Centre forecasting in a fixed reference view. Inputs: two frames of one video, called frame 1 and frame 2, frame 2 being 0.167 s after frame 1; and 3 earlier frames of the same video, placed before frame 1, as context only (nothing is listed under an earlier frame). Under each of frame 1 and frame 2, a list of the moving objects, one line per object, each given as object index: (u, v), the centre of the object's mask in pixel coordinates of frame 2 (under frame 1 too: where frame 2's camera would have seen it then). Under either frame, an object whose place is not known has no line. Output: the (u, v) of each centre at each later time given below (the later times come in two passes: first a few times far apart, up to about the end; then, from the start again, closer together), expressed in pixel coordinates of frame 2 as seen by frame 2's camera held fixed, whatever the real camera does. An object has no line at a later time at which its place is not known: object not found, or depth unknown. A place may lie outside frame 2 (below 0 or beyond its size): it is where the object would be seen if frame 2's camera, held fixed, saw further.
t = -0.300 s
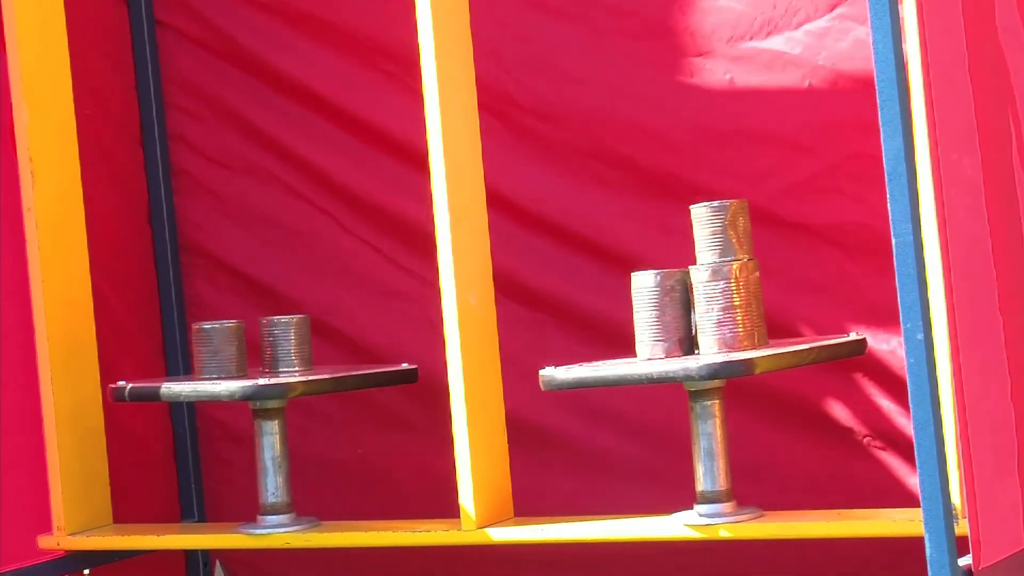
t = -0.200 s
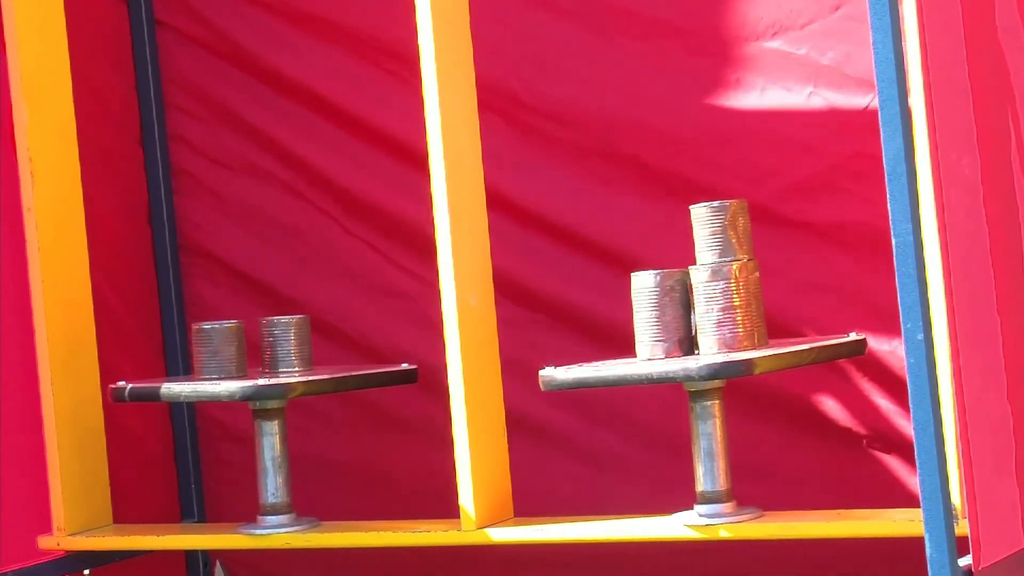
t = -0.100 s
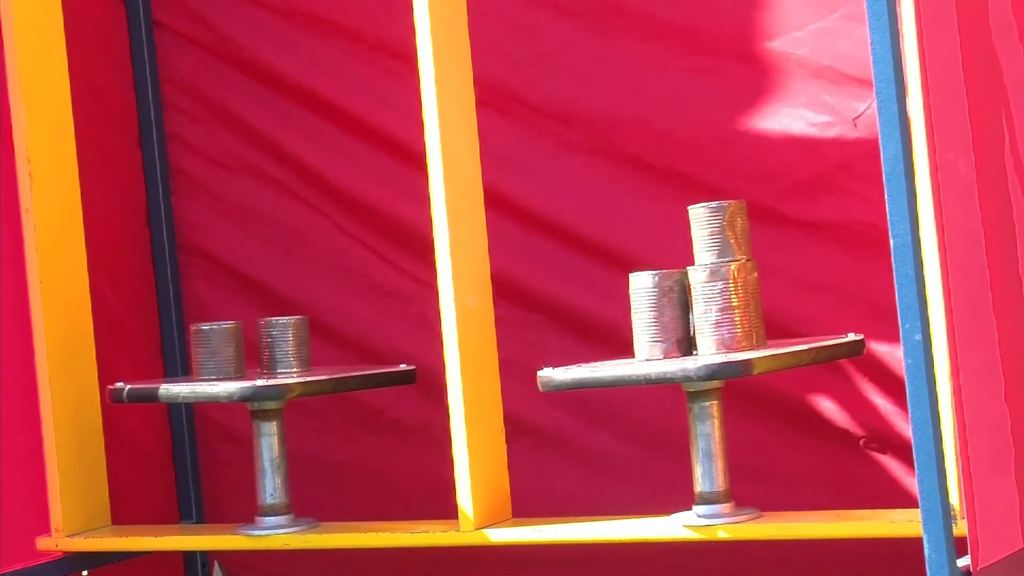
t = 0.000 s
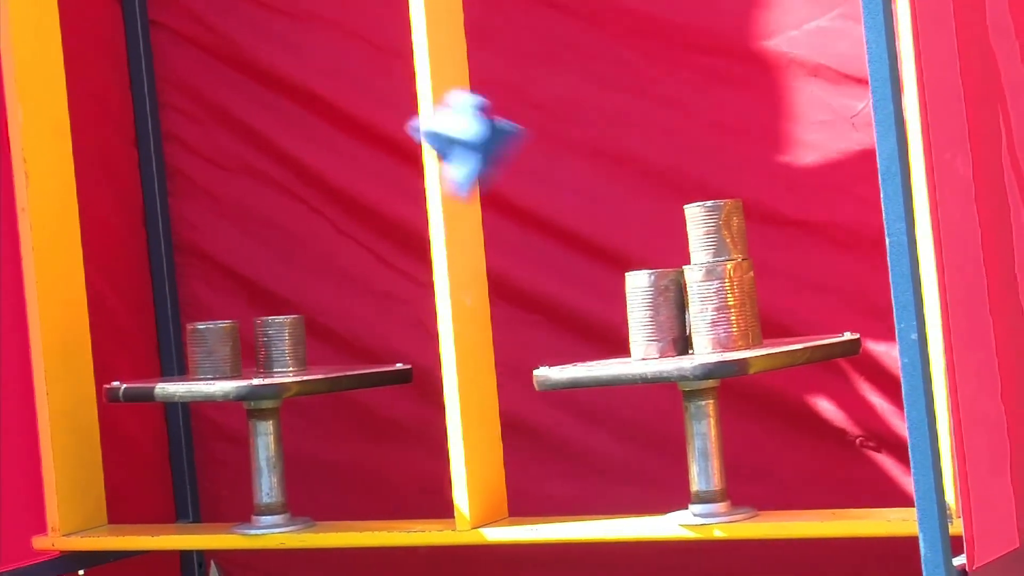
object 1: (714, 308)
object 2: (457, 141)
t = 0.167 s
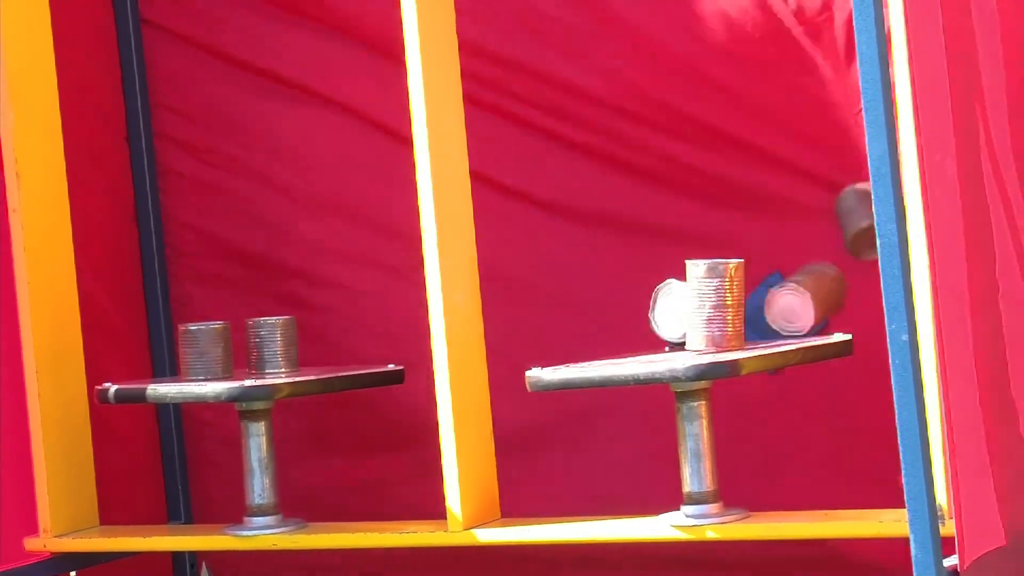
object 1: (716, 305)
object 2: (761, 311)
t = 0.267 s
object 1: (706, 306)
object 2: (775, 394)
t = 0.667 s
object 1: (709, 308)
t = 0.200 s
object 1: (713, 307)
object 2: (770, 317)
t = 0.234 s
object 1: (708, 307)
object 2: (776, 381)
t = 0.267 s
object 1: (706, 306)
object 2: (775, 394)
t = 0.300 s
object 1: (707, 306)
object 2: (770, 419)
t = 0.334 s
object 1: (709, 307)
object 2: (767, 463)
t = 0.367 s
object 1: (711, 307)
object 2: (764, 497)
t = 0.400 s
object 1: (710, 307)
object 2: (759, 560)
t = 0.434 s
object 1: (708, 307)
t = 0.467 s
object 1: (708, 307)
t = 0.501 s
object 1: (709, 308)
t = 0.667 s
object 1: (709, 308)
